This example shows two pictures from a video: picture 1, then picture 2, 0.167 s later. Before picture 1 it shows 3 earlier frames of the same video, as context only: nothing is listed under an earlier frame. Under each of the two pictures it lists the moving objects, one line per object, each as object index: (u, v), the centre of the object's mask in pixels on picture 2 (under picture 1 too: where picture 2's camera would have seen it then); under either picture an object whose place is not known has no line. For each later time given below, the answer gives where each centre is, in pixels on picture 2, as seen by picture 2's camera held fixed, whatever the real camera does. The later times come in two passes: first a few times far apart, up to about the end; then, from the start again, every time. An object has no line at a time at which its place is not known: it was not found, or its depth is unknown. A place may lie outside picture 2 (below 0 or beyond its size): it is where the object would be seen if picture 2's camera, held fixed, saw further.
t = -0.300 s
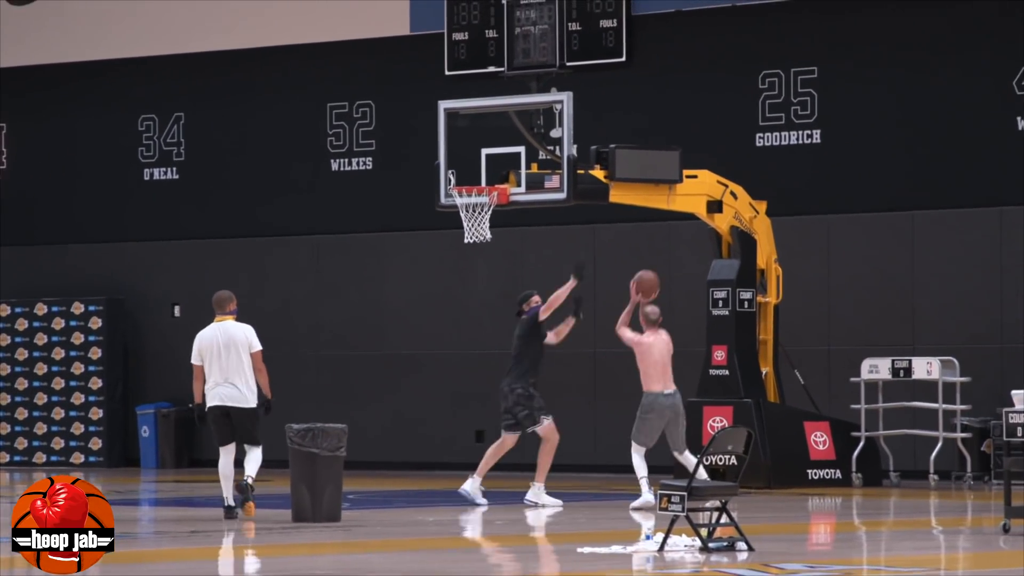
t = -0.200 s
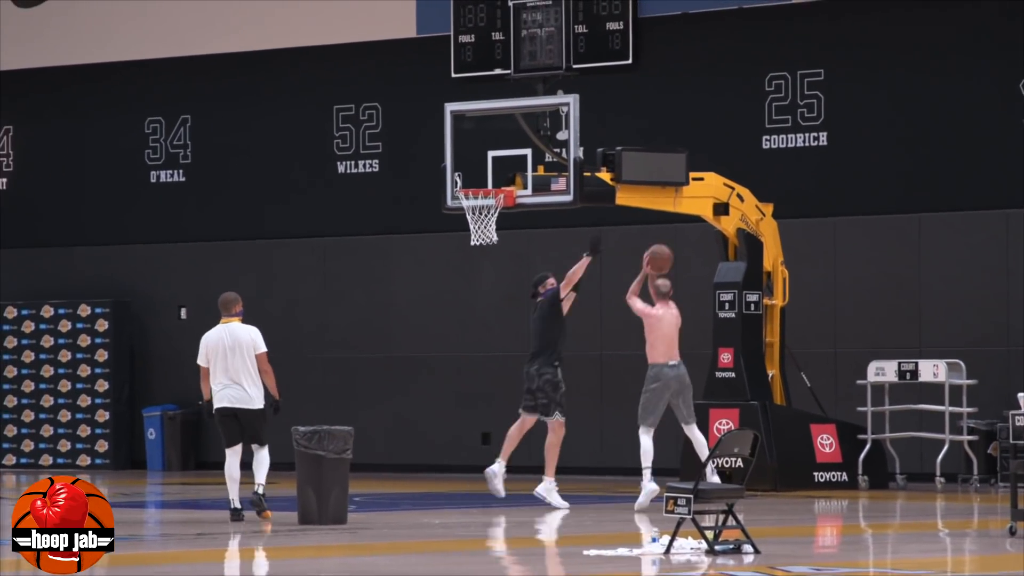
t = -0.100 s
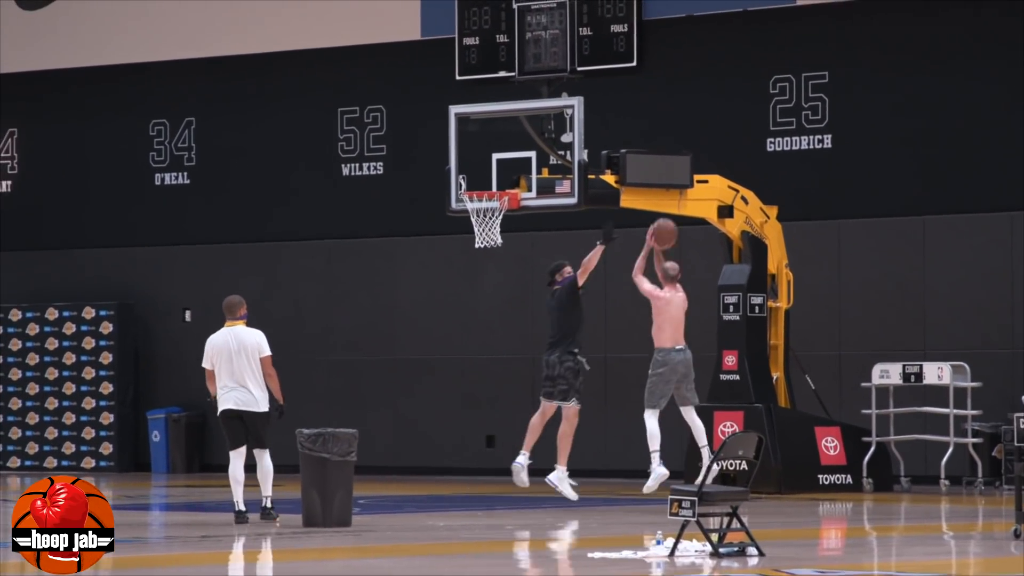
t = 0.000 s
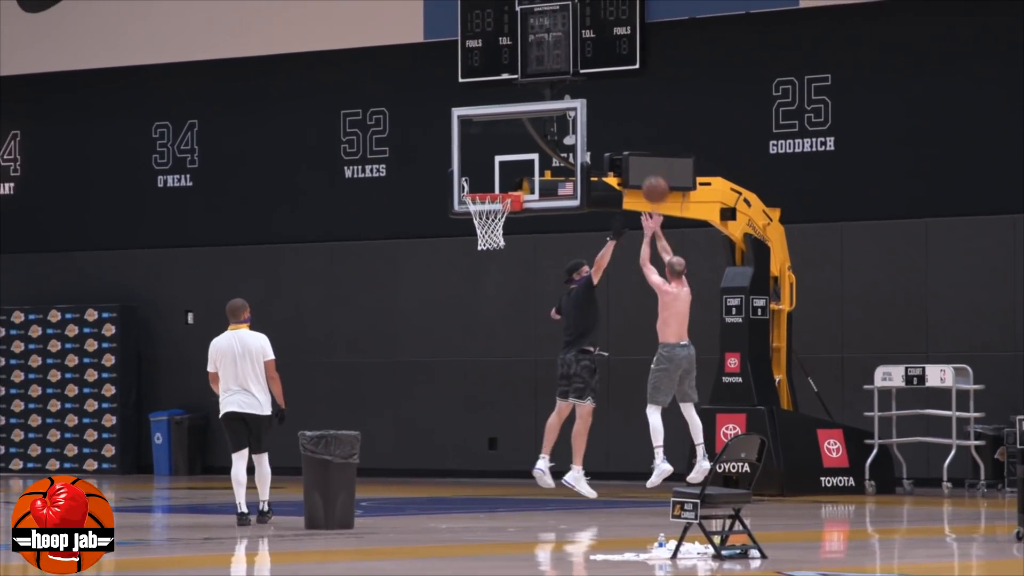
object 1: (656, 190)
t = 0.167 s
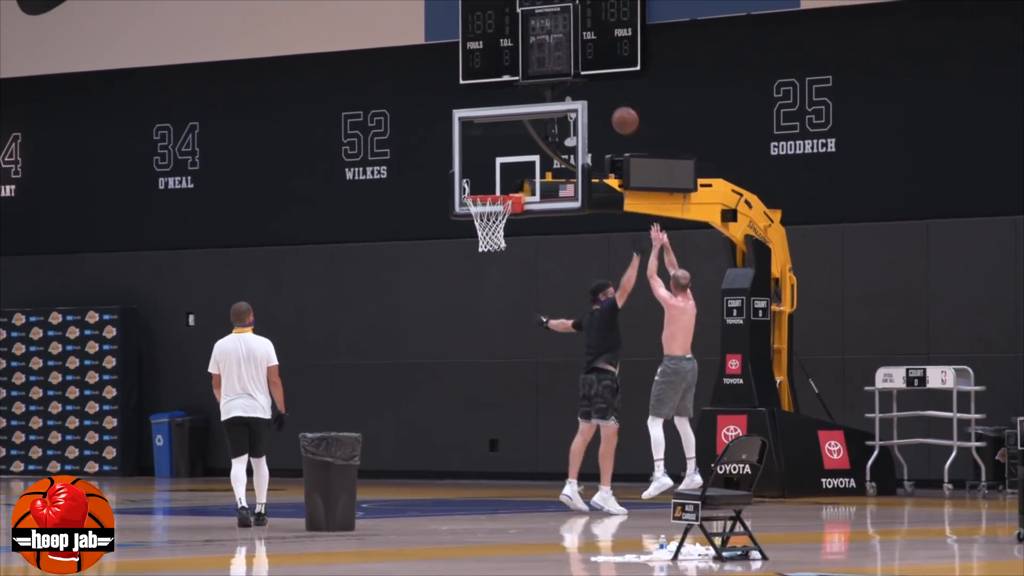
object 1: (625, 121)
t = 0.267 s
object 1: (607, 94)
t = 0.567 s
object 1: (558, 78)
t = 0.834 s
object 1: (517, 138)
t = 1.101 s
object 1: (465, 225)
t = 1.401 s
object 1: (461, 258)
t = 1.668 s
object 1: (458, 361)
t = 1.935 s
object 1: (457, 470)
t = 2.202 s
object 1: (467, 377)
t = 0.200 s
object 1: (619, 110)
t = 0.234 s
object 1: (613, 101)
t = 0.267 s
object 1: (607, 94)
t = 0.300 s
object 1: (602, 87)
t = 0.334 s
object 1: (596, 82)
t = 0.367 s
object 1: (590, 78)
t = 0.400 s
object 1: (585, 75)
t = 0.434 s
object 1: (579, 73)
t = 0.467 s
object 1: (574, 73)
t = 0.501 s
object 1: (568, 73)
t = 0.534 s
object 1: (563, 75)
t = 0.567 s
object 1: (558, 78)
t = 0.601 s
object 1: (552, 82)
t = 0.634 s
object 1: (547, 87)
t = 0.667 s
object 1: (542, 92)
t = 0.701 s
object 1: (537, 99)
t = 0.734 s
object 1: (532, 107)
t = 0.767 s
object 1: (527, 118)
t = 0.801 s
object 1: (522, 128)
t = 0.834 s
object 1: (517, 138)
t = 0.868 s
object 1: (512, 150)
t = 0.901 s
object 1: (508, 164)
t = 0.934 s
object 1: (503, 178)
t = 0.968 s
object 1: (498, 189)
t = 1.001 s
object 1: (488, 193)
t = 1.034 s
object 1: (474, 216)
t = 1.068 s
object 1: (469, 224)
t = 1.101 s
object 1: (465, 225)
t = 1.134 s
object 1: (467, 230)
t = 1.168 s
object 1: (465, 229)
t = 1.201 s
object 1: (464, 228)
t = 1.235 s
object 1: (463, 229)
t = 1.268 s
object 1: (462, 233)
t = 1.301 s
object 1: (462, 238)
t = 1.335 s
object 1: (462, 243)
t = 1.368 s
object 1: (462, 250)
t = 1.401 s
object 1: (461, 258)
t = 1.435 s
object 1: (461, 267)
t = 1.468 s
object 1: (461, 277)
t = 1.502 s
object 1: (460, 288)
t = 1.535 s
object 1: (460, 301)
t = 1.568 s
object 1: (460, 314)
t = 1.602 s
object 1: (459, 329)
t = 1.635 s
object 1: (459, 344)
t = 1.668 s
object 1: (458, 361)
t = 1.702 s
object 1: (458, 379)
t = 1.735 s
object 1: (457, 398)
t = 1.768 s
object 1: (457, 418)
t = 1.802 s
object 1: (456, 438)
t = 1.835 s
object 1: (456, 461)
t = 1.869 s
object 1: (455, 485)
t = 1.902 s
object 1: (455, 487)
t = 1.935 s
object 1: (457, 470)
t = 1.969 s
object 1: (458, 455)
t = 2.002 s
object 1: (459, 440)
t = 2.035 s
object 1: (460, 427)
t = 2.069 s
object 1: (462, 415)
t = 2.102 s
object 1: (463, 404)
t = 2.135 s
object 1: (465, 394)
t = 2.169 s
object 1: (466, 385)
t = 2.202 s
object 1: (467, 377)
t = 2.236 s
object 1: (468, 370)
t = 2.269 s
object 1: (470, 364)
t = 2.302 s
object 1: (471, 360)
